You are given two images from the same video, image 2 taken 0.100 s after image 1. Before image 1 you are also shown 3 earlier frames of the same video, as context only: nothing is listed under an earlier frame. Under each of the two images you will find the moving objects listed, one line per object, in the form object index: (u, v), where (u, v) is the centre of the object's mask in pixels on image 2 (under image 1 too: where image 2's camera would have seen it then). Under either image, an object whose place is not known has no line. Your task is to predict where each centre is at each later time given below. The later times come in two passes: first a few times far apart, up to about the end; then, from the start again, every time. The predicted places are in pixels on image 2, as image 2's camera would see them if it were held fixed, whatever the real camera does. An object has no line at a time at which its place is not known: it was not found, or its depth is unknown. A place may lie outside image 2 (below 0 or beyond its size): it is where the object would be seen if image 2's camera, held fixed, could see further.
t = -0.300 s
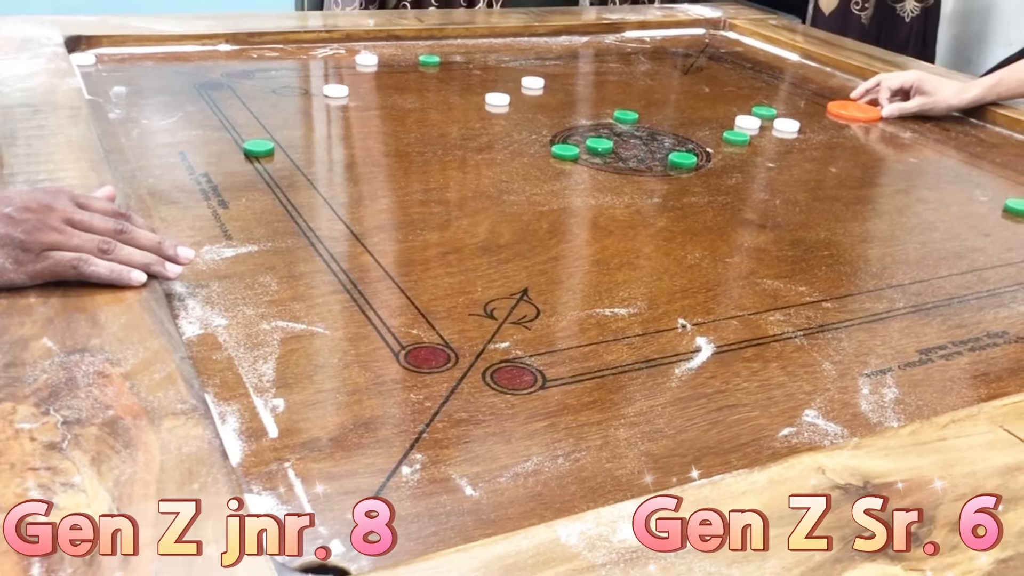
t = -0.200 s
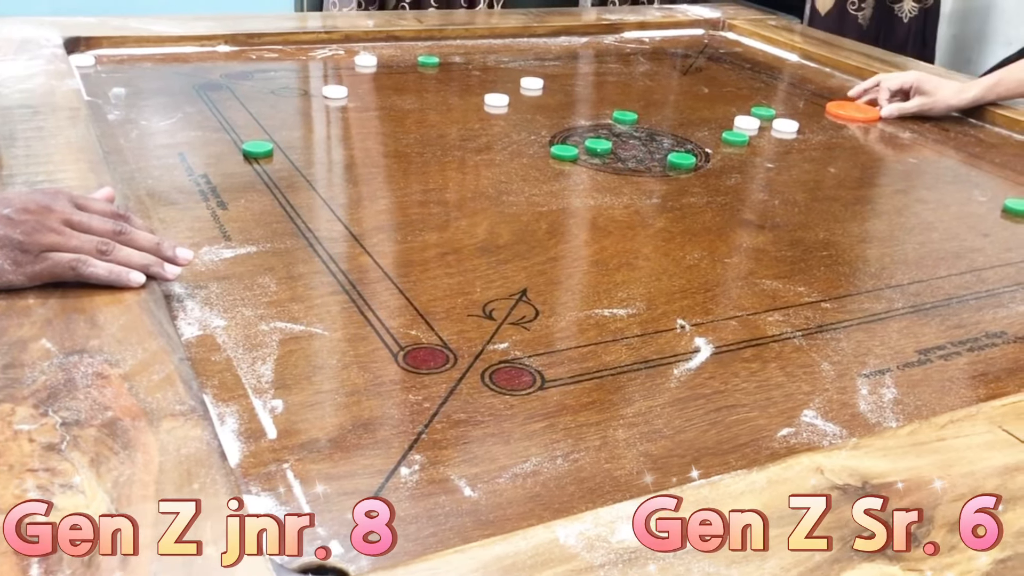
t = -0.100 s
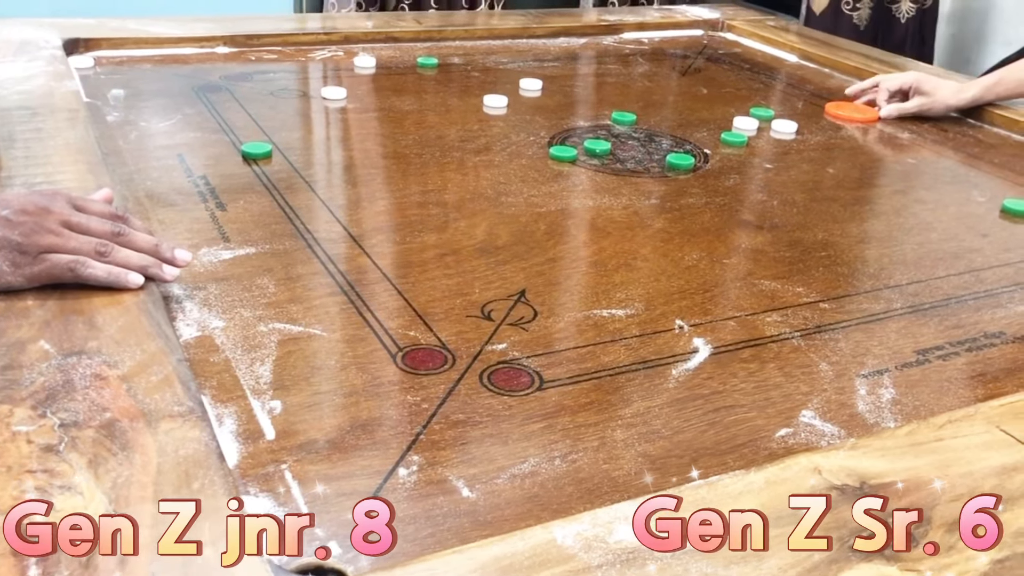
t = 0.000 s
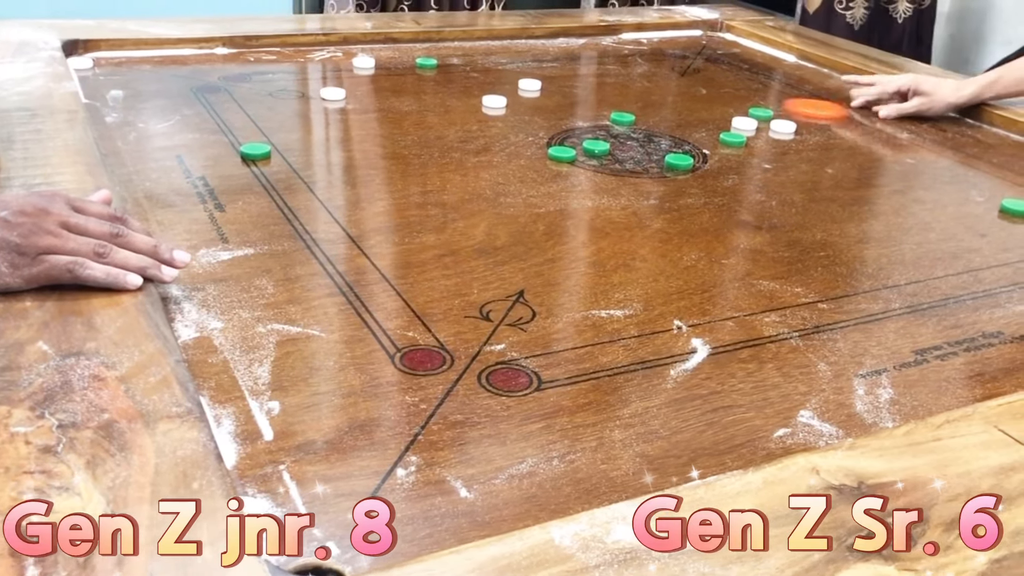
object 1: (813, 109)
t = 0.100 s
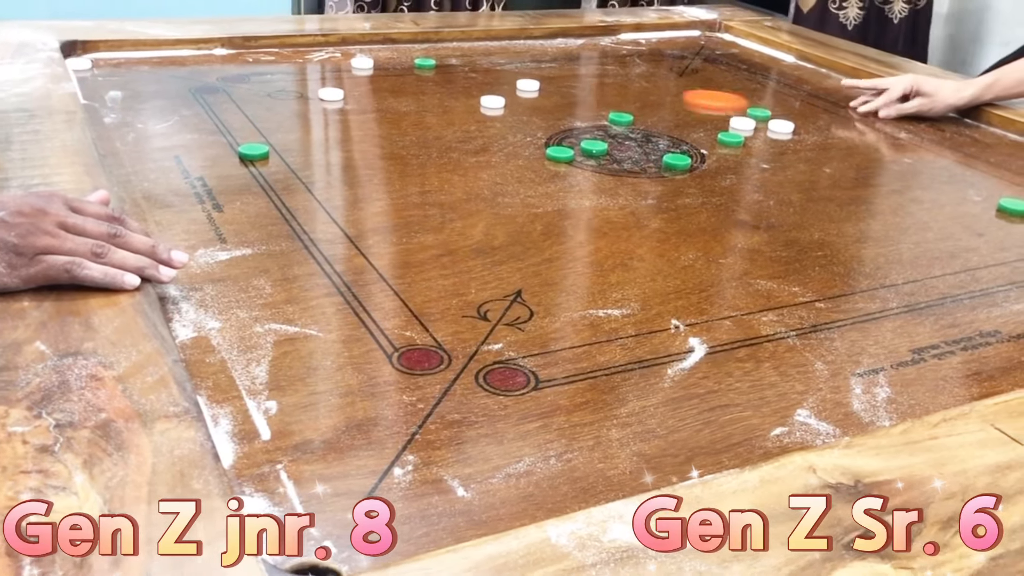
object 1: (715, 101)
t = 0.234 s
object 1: (593, 90)
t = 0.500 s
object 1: (453, 77)
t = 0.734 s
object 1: (378, 70)
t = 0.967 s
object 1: (347, 69)
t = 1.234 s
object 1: (345, 69)
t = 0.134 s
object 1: (683, 98)
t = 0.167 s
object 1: (653, 95)
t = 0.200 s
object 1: (623, 93)
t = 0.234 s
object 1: (593, 90)
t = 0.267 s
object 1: (567, 88)
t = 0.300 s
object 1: (547, 86)
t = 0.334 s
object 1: (529, 85)
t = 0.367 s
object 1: (513, 83)
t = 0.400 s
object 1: (497, 82)
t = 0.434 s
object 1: (481, 80)
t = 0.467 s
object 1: (466, 79)
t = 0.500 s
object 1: (453, 77)
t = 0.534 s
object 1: (440, 76)
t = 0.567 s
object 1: (427, 75)
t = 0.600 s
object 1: (415, 74)
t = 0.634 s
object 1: (404, 72)
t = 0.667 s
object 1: (394, 71)
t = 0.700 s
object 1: (385, 71)
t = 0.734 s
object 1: (378, 70)
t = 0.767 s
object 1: (372, 70)
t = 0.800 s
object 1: (365, 69)
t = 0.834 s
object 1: (360, 69)
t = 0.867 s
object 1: (355, 69)
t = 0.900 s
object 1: (352, 69)
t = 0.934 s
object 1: (349, 69)
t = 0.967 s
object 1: (347, 69)
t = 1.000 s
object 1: (346, 69)
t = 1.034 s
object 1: (345, 69)
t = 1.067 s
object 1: (345, 69)
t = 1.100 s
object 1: (345, 69)
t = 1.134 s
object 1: (345, 69)
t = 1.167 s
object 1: (345, 69)
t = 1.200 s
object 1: (345, 69)
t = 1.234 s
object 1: (345, 69)
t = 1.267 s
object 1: (345, 69)
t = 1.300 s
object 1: (345, 69)
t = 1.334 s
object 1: (345, 69)
